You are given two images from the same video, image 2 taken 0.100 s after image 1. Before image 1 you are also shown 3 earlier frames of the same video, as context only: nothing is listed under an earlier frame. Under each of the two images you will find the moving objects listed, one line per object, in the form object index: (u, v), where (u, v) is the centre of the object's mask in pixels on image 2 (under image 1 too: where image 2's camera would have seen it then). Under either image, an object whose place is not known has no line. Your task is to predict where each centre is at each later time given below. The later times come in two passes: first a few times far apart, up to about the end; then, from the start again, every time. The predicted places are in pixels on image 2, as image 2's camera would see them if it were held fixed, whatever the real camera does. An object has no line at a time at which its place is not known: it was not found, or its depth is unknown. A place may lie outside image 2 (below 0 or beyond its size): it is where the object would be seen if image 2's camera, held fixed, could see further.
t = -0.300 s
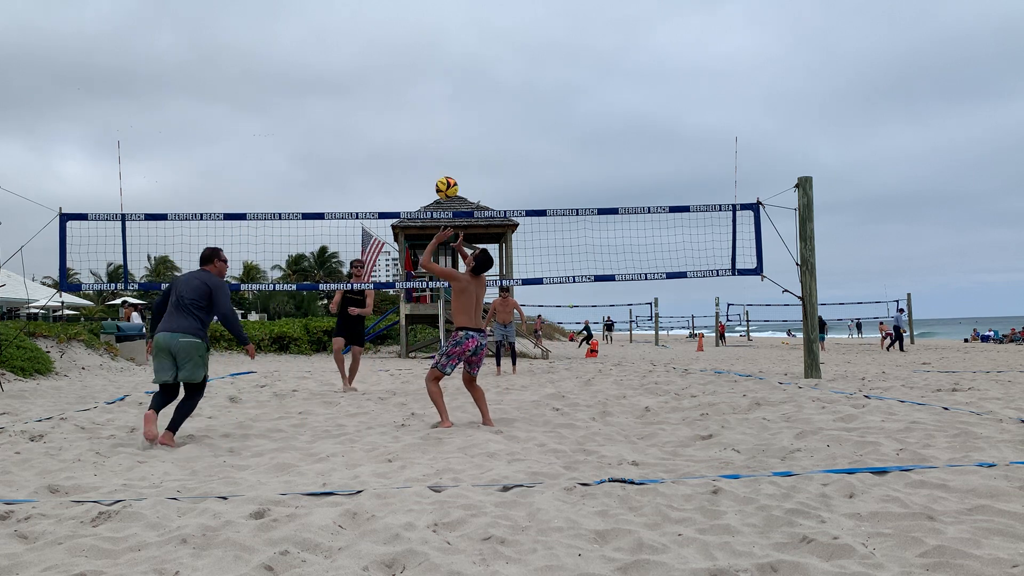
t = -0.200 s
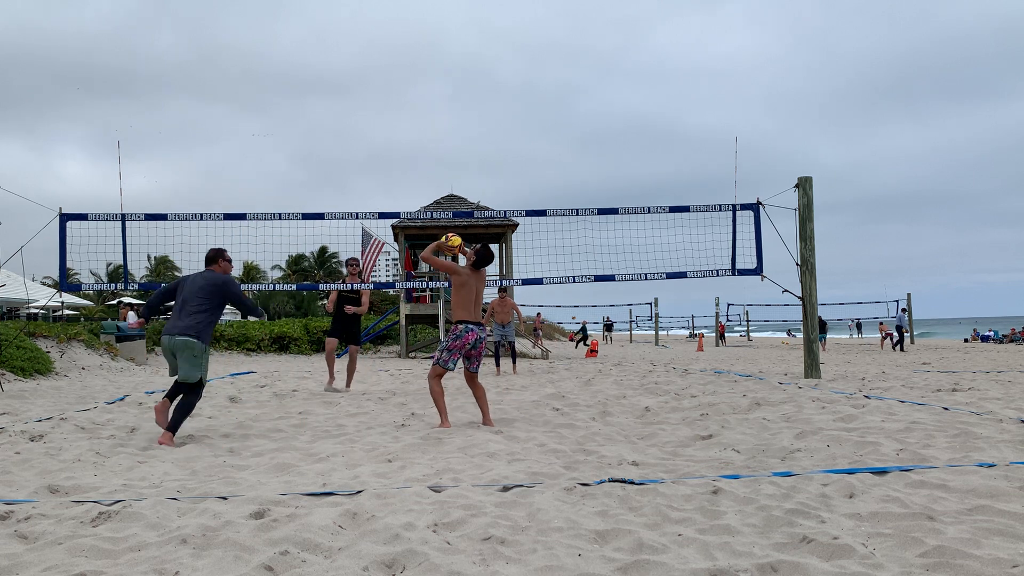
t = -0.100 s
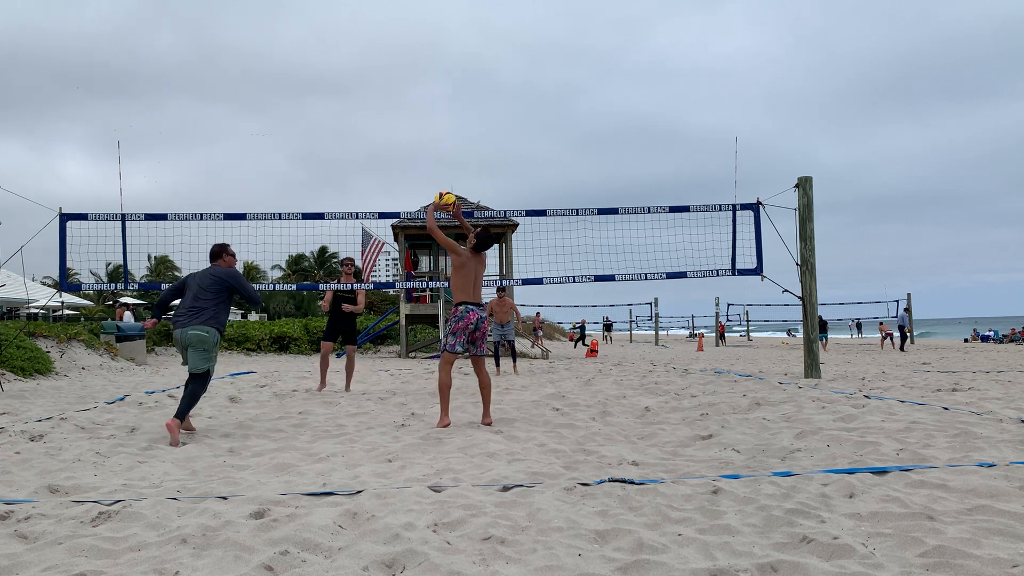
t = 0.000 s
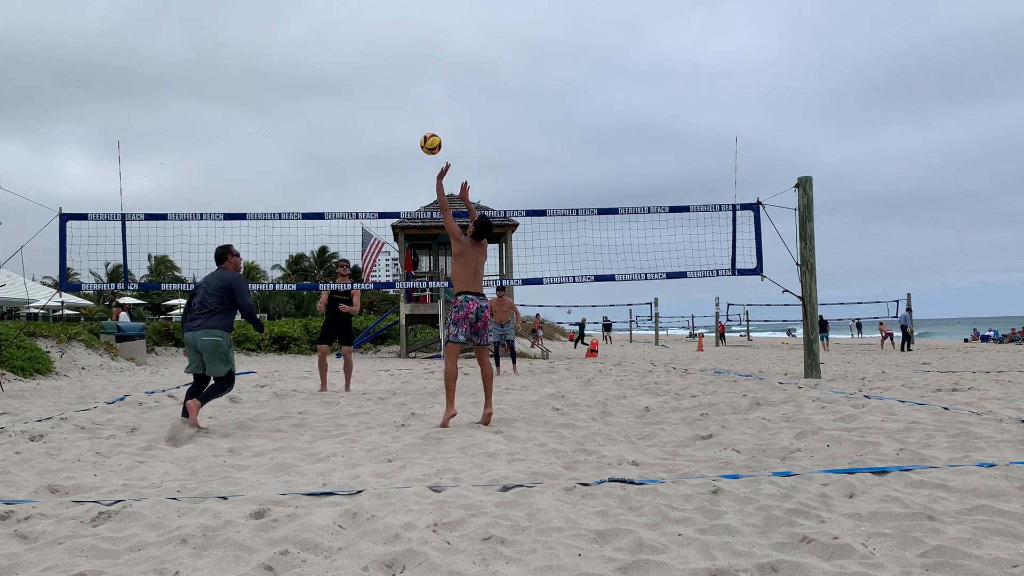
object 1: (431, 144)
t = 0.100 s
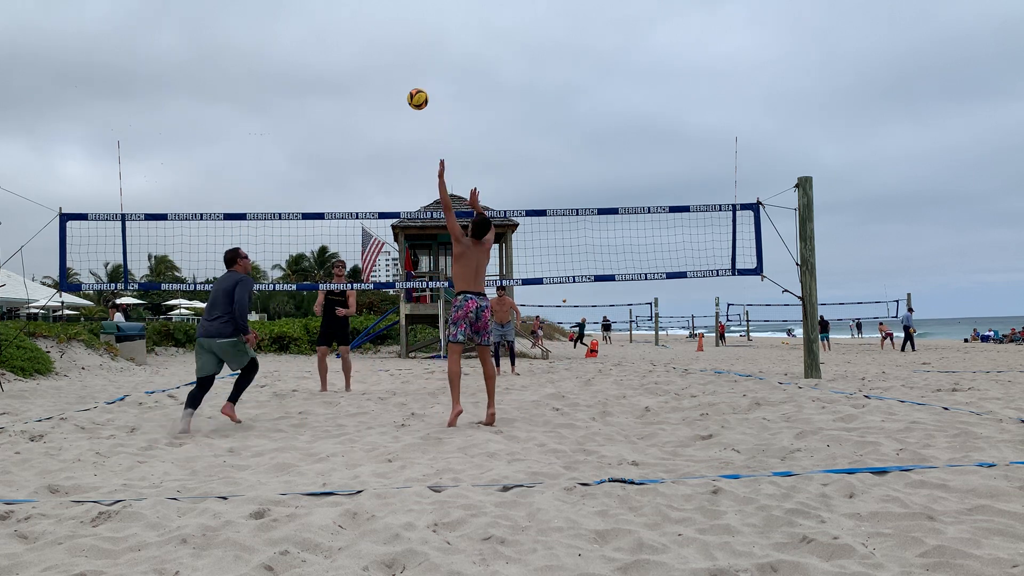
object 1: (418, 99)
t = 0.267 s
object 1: (398, 51)
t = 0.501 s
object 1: (375, 34)
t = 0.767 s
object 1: (353, 71)
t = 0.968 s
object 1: (340, 133)
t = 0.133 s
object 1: (414, 87)
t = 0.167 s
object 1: (409, 76)
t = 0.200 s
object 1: (405, 67)
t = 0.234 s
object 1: (402, 58)
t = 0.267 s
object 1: (398, 51)
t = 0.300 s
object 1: (394, 46)
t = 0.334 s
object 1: (391, 41)
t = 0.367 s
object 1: (387, 37)
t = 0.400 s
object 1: (384, 35)
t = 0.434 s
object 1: (381, 34)
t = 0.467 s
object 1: (378, 33)
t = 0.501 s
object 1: (375, 34)
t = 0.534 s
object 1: (372, 35)
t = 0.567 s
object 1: (369, 38)
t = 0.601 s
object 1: (366, 42)
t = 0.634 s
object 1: (363, 46)
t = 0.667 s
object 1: (361, 51)
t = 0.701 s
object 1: (358, 57)
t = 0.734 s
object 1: (355, 64)
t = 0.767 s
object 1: (353, 71)
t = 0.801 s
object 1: (351, 80)
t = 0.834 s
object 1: (348, 89)
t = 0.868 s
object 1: (346, 99)
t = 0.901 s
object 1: (344, 110)
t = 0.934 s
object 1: (342, 121)
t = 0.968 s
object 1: (340, 133)
